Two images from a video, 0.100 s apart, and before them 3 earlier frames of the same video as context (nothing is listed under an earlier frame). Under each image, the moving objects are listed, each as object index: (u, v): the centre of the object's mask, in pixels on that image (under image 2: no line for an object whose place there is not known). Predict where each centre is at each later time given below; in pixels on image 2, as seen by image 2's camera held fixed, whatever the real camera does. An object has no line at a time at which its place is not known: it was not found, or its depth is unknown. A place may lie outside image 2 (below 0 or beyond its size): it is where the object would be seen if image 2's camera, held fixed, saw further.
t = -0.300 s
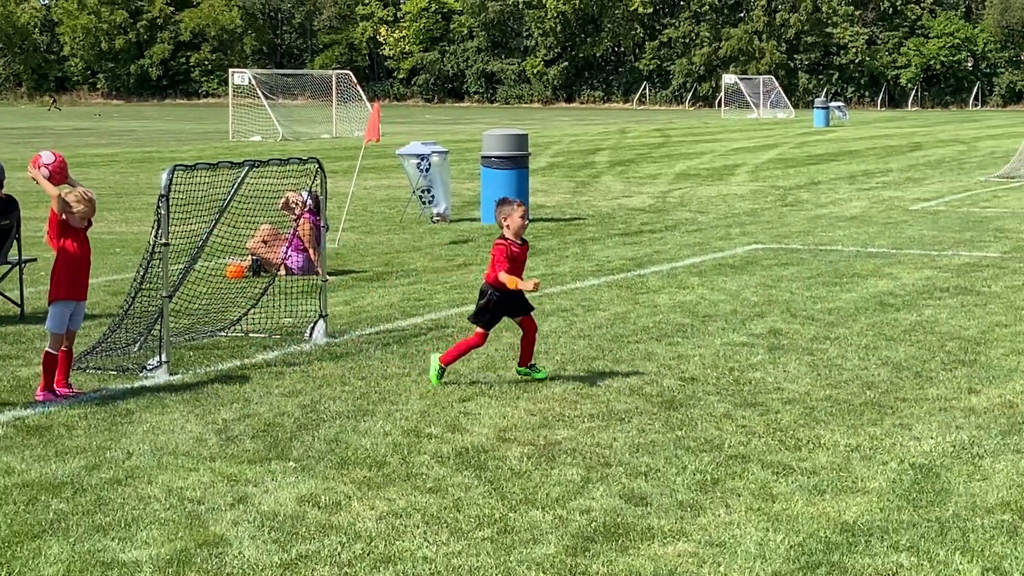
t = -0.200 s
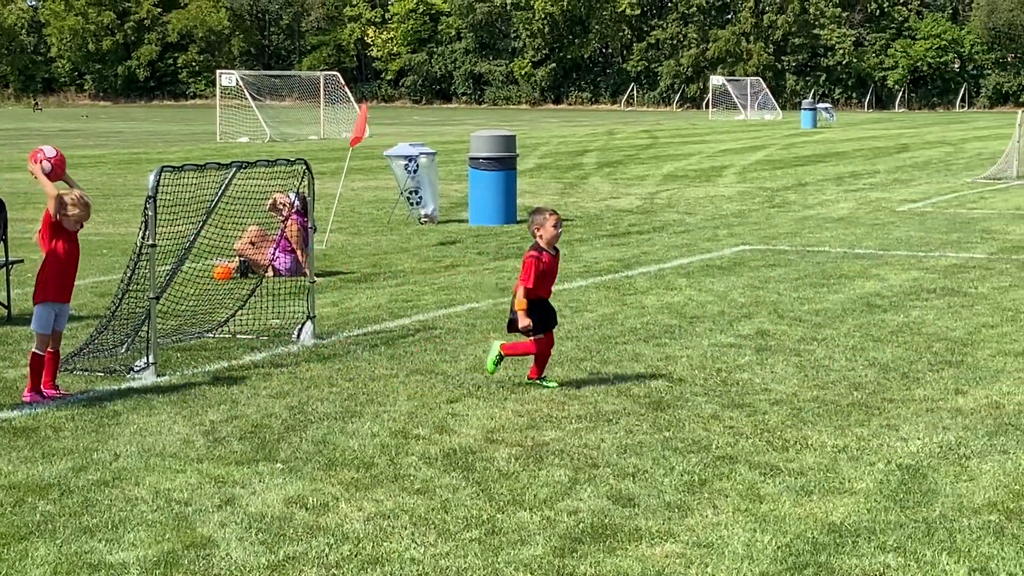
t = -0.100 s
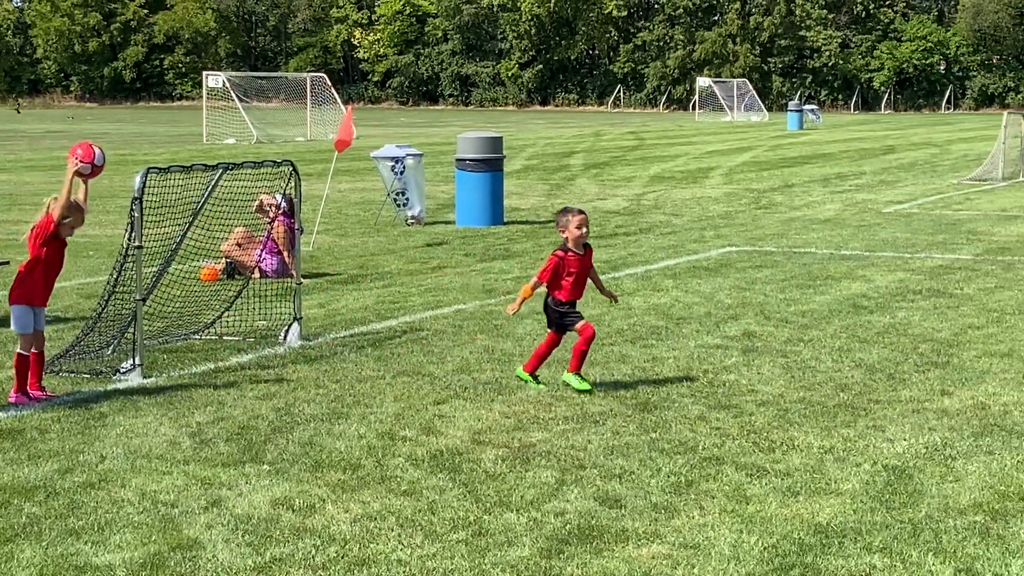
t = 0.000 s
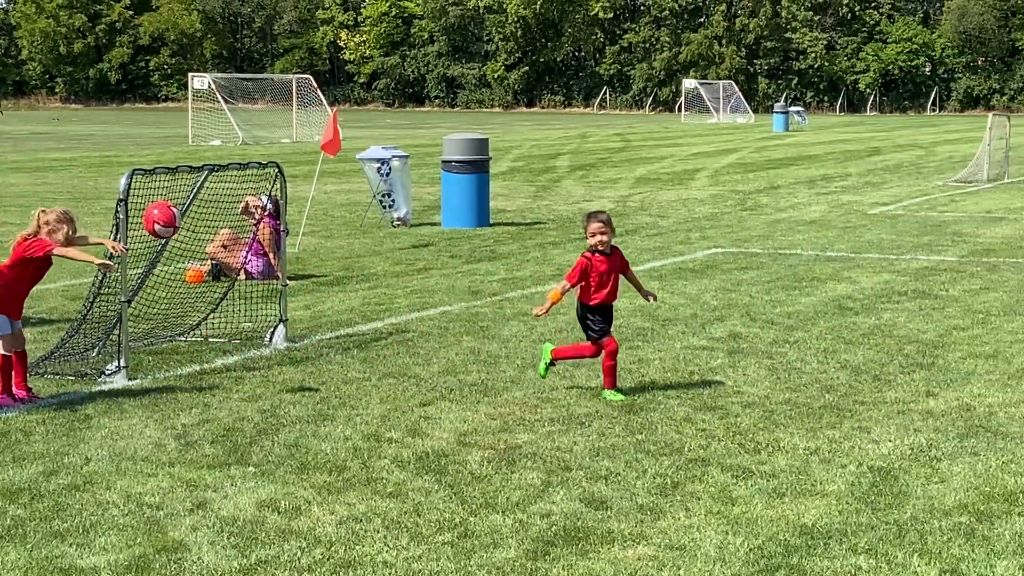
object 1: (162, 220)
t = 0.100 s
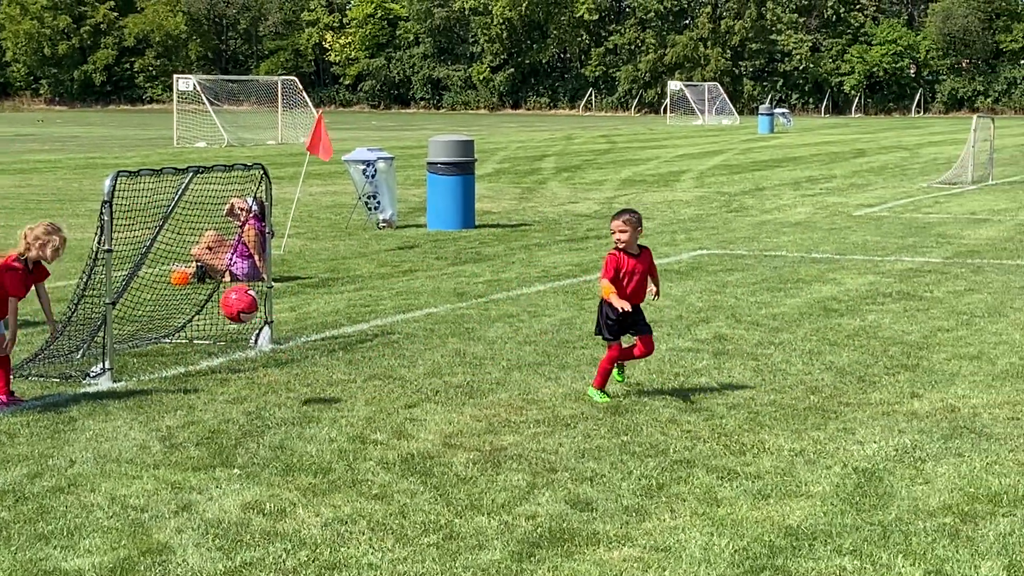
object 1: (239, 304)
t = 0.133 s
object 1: (270, 335)
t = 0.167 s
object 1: (301, 369)
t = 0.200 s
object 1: (331, 402)
